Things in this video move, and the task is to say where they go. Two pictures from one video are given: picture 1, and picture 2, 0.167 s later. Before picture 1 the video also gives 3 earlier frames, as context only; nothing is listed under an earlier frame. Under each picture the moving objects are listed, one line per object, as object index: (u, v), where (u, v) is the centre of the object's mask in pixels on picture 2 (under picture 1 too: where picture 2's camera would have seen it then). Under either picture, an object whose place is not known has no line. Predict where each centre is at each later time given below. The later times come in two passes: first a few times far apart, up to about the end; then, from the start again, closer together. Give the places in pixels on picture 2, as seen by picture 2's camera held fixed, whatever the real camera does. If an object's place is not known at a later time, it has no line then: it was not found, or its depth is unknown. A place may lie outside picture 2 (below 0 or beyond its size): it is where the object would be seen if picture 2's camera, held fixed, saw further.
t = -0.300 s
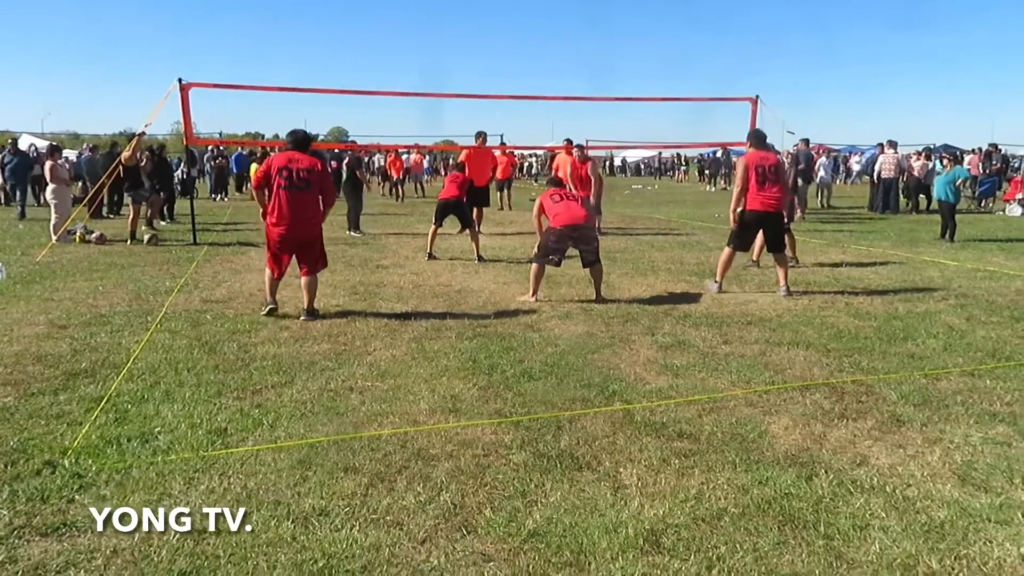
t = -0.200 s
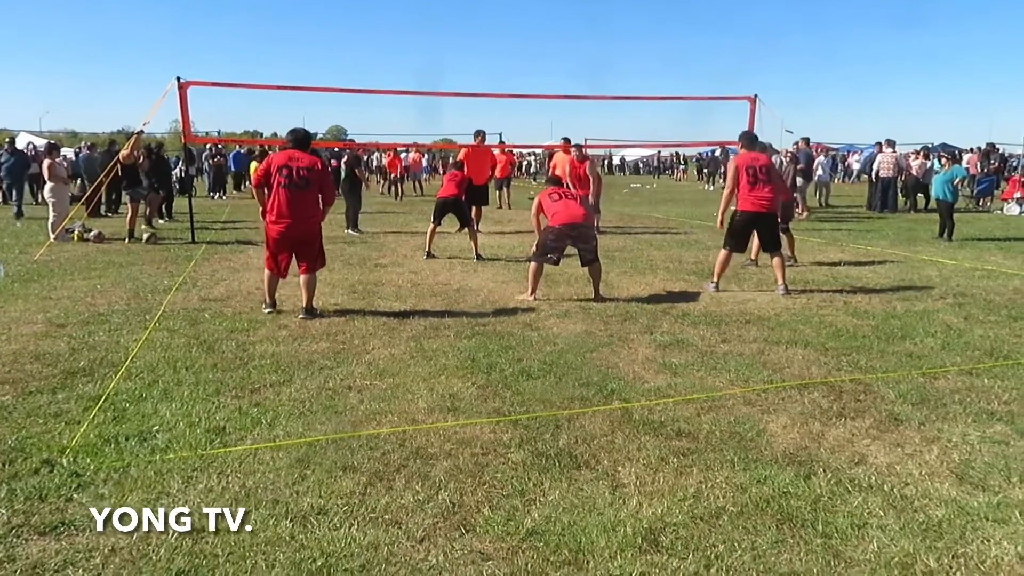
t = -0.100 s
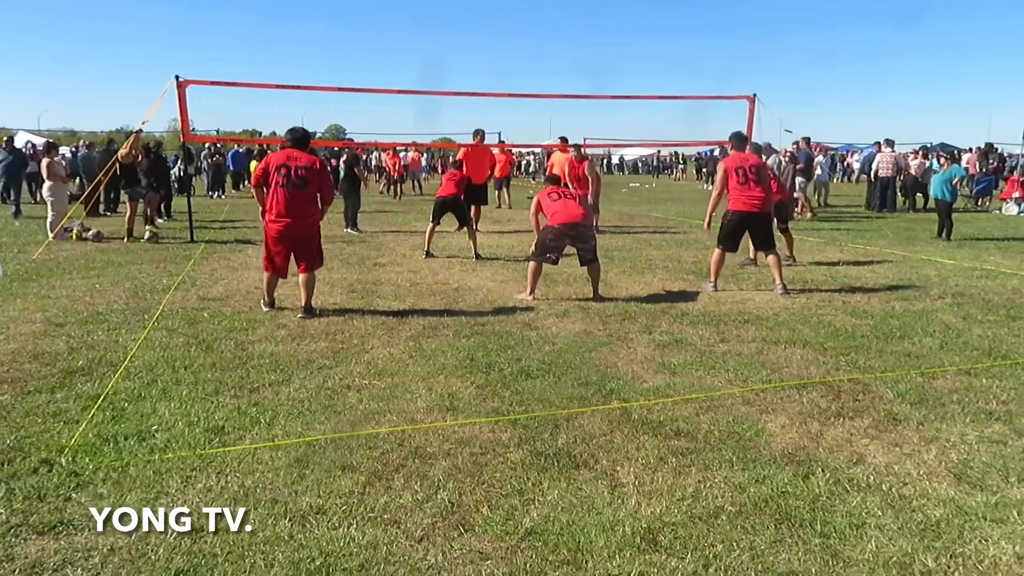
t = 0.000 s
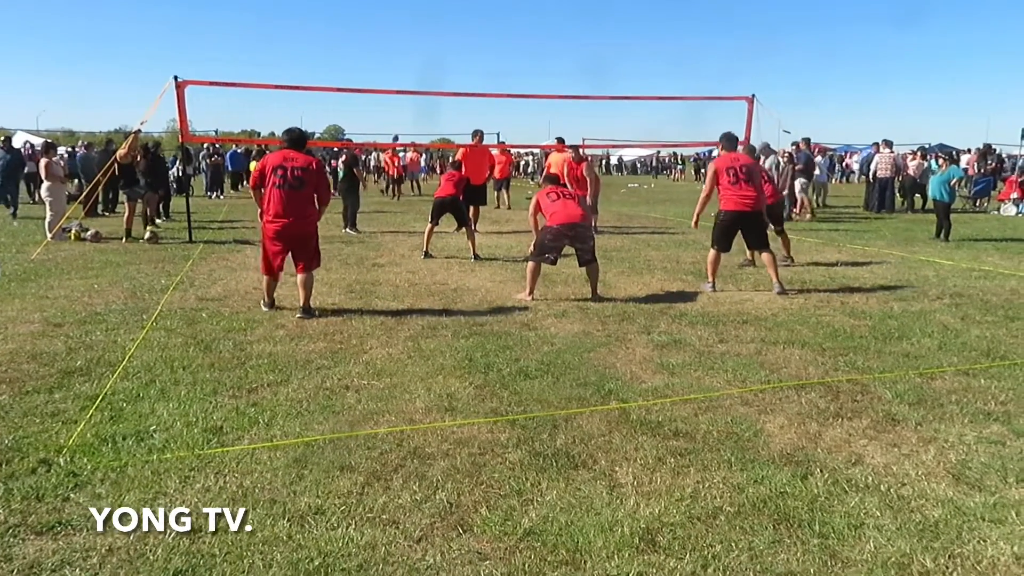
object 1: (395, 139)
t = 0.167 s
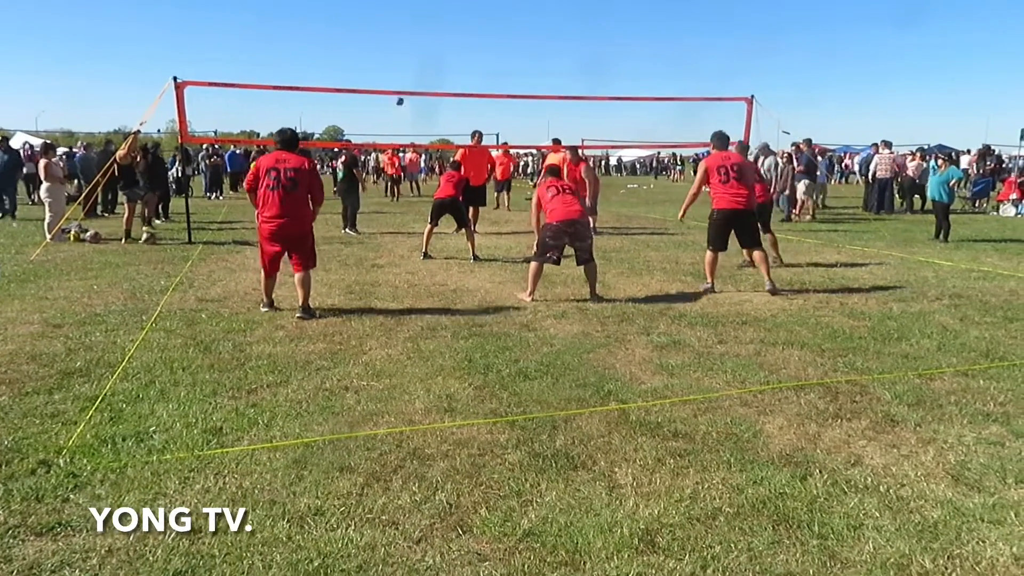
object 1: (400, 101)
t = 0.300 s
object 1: (404, 75)
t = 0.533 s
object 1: (416, 43)
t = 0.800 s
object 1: (439, 35)
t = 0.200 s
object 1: (401, 96)
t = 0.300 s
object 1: (404, 75)
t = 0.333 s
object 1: (406, 69)
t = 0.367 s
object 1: (407, 64)
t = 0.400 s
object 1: (409, 59)
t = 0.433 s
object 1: (411, 55)
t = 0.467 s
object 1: (412, 50)
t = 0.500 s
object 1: (415, 46)
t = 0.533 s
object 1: (416, 43)
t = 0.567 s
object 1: (418, 40)
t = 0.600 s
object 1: (421, 38)
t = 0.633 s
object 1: (423, 36)
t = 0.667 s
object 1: (426, 34)
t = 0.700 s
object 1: (429, 33)
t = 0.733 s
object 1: (432, 33)
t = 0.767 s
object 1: (435, 34)
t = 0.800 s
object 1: (439, 35)
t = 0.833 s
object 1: (442, 37)
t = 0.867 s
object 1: (446, 39)
